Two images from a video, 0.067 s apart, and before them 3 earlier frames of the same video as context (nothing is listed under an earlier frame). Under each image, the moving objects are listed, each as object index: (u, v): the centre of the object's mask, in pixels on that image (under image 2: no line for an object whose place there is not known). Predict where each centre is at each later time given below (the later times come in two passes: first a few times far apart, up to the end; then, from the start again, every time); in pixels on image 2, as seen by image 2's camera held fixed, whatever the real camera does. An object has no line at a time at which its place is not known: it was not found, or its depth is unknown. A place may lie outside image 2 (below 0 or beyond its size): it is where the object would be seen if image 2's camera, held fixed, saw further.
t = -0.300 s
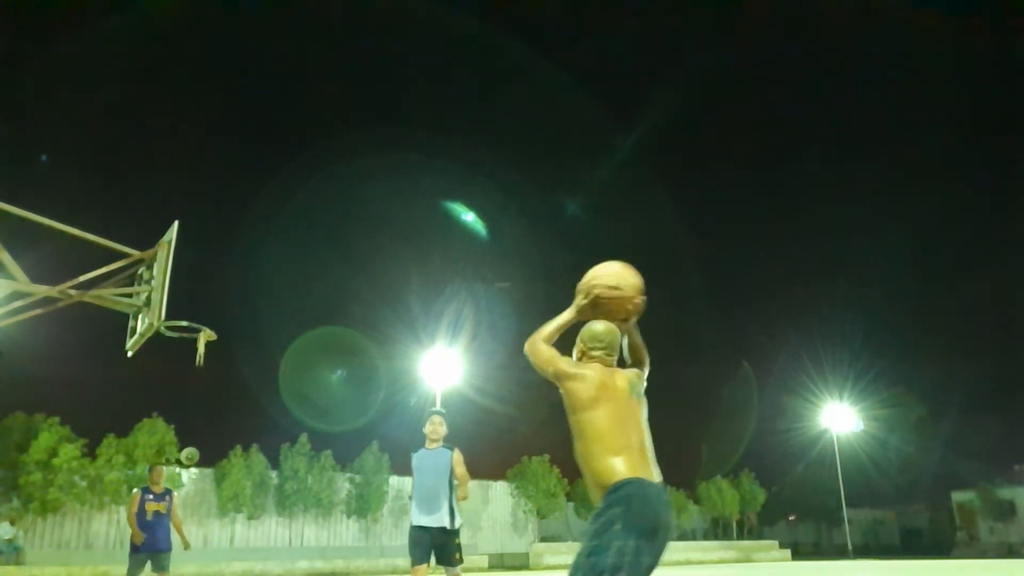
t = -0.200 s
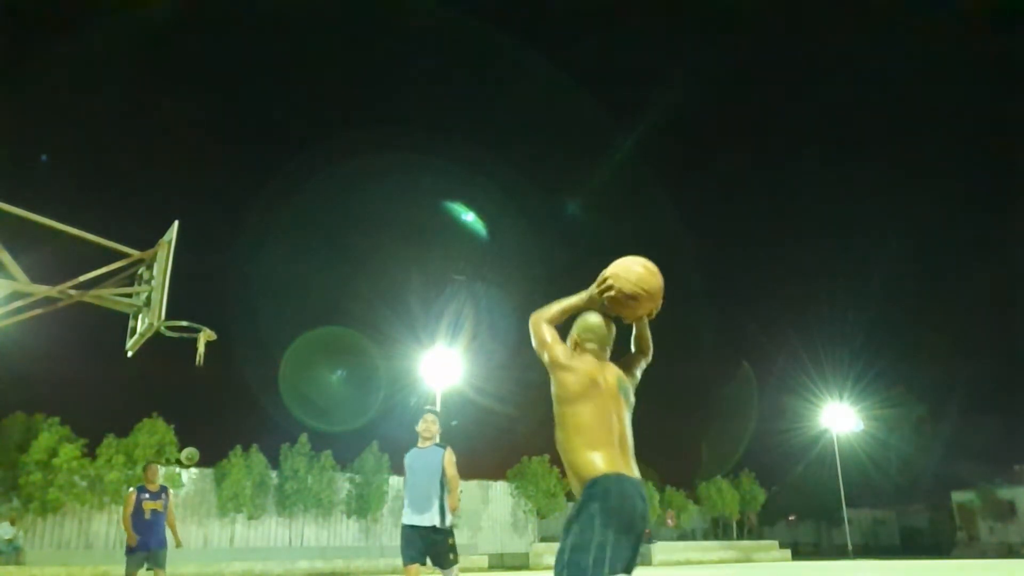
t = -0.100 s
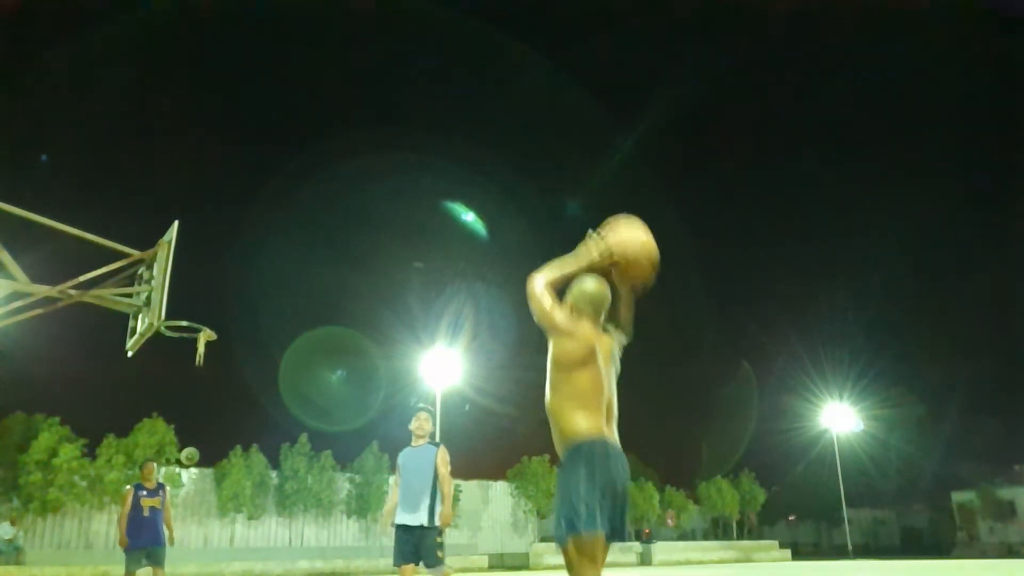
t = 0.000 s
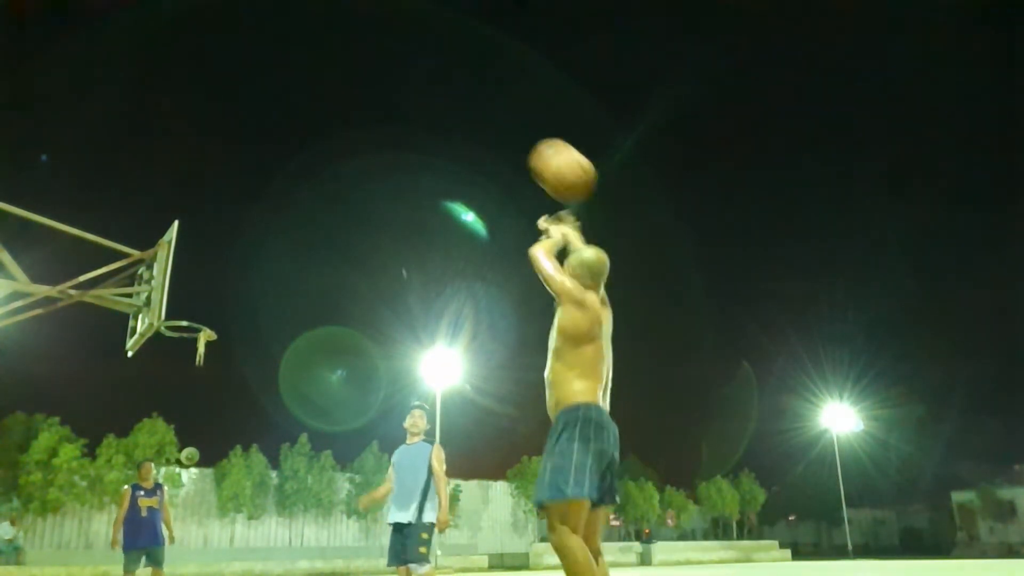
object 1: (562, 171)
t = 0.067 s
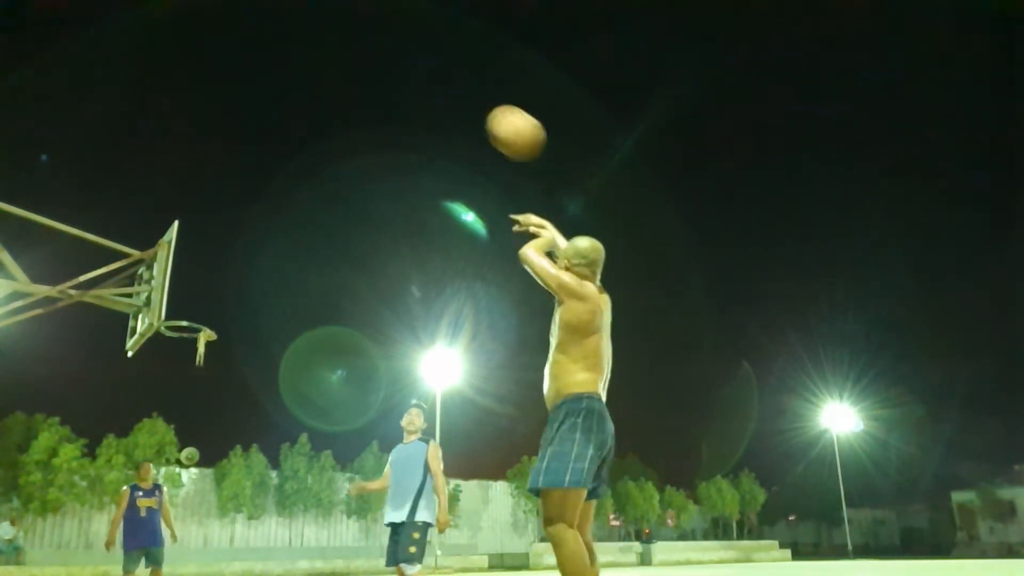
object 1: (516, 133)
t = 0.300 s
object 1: (403, 82)
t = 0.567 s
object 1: (322, 107)
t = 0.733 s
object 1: (283, 151)
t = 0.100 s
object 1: (496, 119)
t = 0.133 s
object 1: (477, 108)
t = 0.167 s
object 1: (459, 99)
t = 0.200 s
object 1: (443, 92)
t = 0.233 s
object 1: (429, 87)
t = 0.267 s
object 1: (415, 83)
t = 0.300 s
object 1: (403, 82)
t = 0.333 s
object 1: (391, 81)
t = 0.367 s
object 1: (379, 82)
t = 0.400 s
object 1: (369, 84)
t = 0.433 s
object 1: (358, 86)
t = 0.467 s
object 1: (349, 90)
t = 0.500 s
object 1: (340, 95)
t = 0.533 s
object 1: (331, 100)
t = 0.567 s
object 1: (322, 107)
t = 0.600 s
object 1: (314, 114)
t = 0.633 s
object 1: (306, 122)
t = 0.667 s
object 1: (299, 131)
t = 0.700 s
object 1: (291, 141)
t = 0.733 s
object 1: (283, 151)
